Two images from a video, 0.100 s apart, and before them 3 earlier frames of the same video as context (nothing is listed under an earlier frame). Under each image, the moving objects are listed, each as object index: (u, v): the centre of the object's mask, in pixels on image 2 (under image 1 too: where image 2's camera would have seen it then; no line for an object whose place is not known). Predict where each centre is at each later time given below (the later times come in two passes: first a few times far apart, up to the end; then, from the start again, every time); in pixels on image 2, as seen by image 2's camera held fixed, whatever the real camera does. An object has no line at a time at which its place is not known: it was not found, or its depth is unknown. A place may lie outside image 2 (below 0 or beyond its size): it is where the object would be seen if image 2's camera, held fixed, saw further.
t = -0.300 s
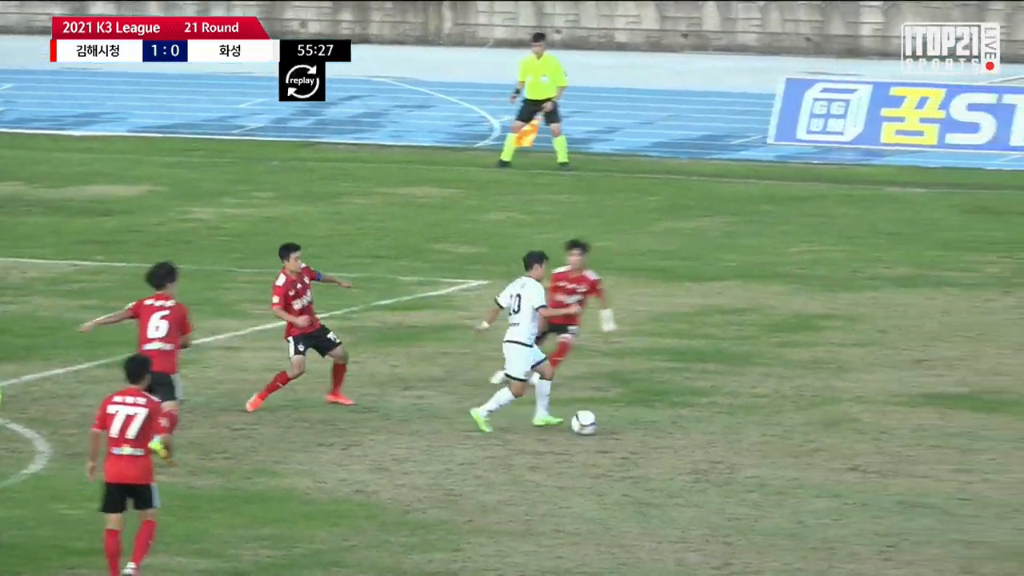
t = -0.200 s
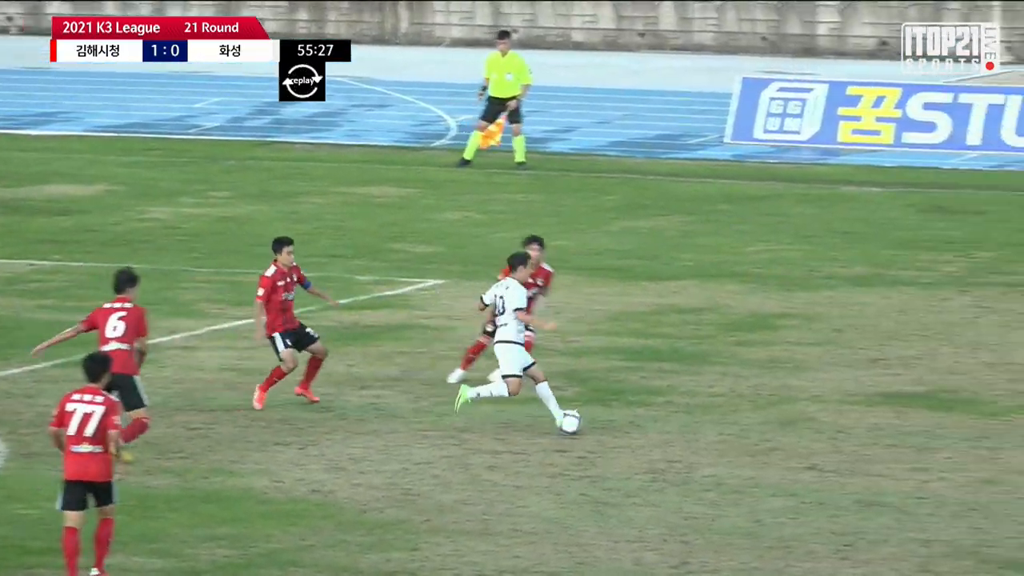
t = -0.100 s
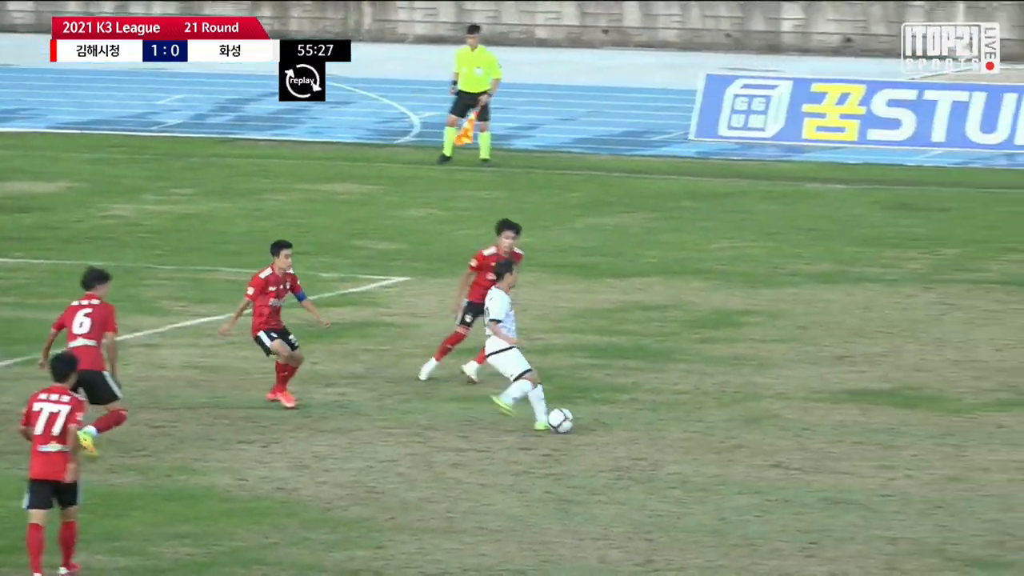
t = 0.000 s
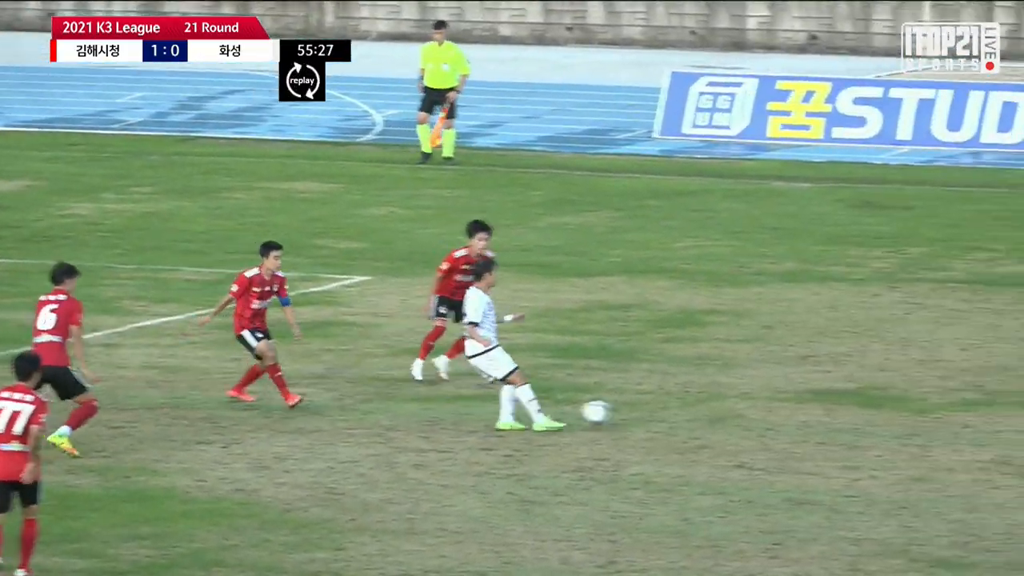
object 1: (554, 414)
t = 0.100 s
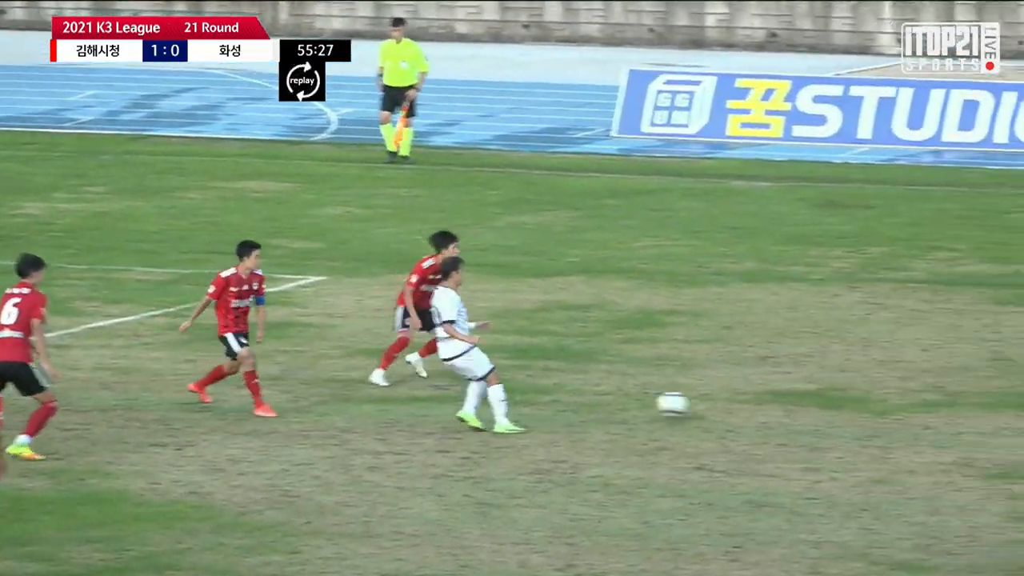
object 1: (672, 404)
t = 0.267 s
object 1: (853, 392)
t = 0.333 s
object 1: (921, 387)
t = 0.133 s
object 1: (710, 403)
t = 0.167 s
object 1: (748, 401)
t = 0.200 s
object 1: (784, 398)
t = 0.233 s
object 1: (819, 395)
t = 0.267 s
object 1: (853, 392)
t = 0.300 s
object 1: (887, 389)
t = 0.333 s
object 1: (921, 387)
